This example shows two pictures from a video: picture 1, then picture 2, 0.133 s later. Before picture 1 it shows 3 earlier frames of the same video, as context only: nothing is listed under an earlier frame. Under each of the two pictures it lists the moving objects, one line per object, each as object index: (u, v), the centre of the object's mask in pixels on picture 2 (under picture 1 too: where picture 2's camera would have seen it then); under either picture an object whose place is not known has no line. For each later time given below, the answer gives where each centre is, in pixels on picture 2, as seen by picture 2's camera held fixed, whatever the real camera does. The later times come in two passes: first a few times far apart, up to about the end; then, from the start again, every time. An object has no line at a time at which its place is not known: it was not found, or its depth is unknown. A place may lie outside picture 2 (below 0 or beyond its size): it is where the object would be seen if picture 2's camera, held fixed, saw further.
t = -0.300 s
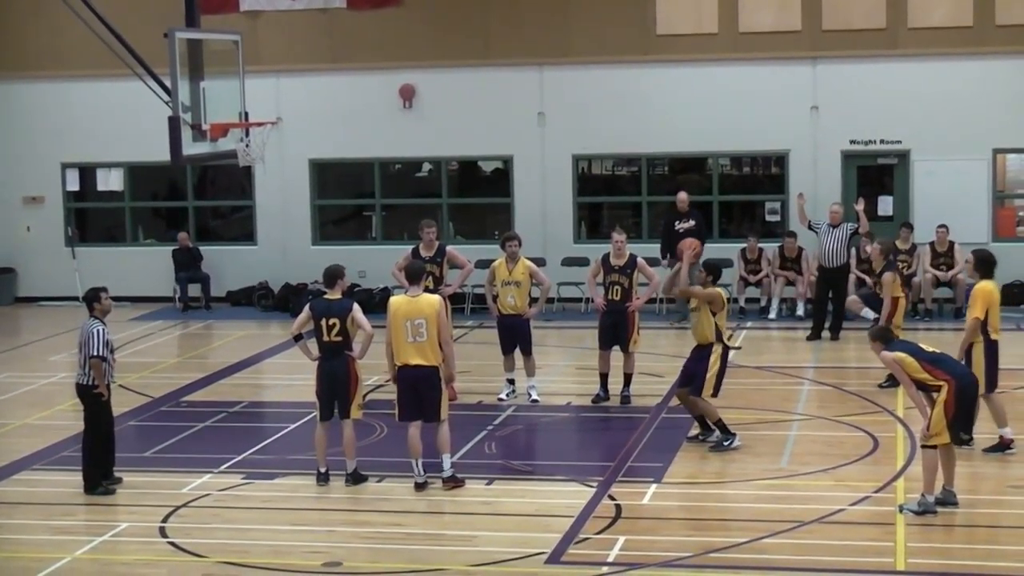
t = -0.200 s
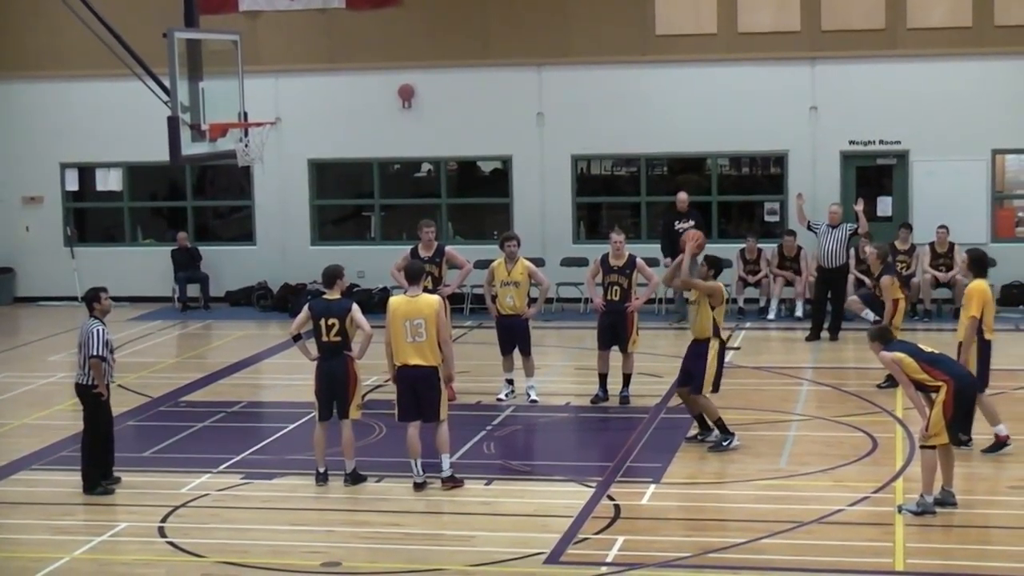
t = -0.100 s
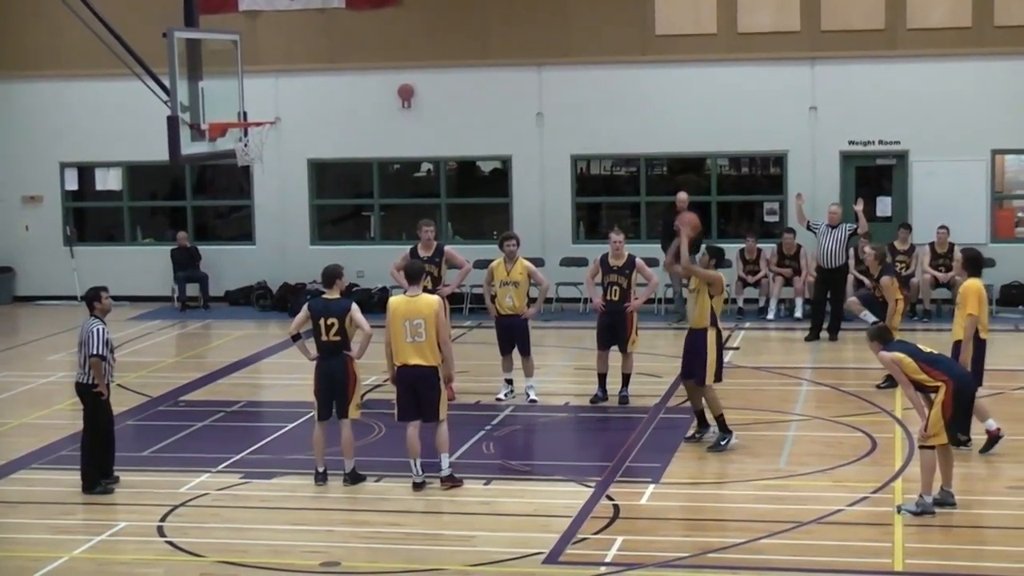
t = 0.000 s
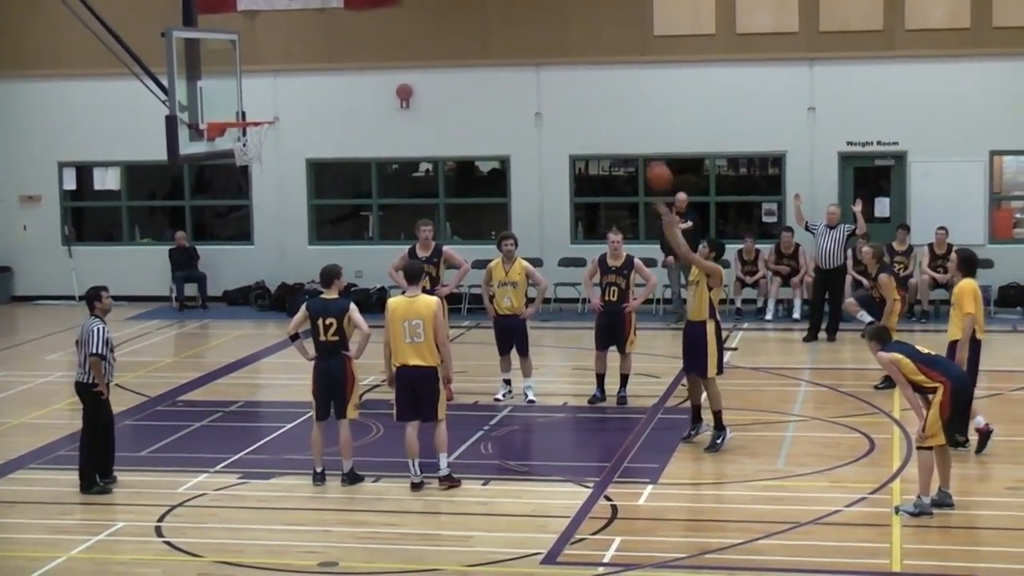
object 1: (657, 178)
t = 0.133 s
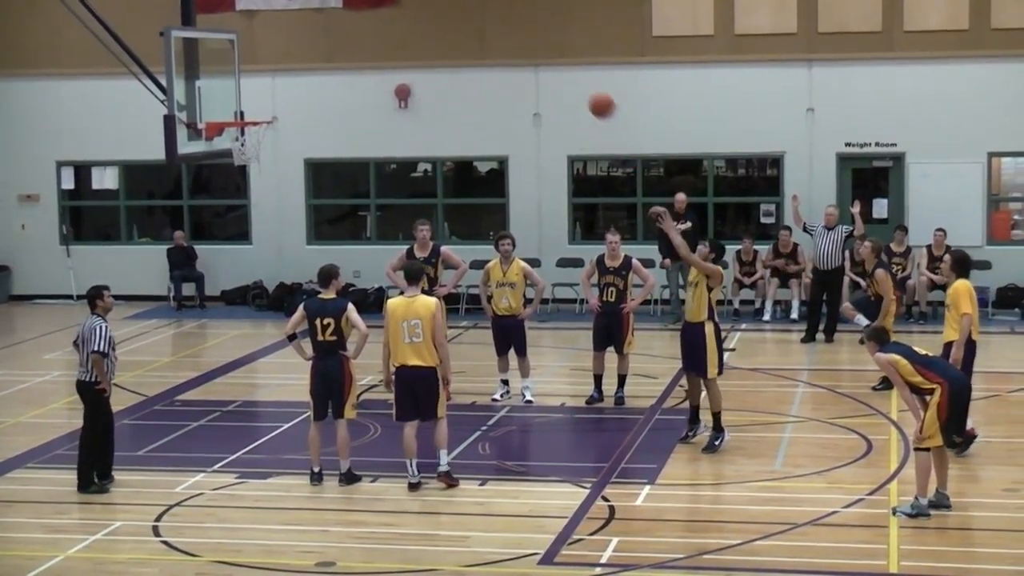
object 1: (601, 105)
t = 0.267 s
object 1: (548, 52)
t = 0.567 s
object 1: (430, 6)
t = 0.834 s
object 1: (330, 37)
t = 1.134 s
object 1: (234, 148)
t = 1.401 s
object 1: (234, 170)
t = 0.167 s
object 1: (588, 90)
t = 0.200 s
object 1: (574, 76)
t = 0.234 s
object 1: (561, 64)
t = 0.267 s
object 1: (548, 52)
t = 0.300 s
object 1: (535, 42)
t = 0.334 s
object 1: (521, 33)
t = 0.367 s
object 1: (508, 25)
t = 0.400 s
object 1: (495, 18)
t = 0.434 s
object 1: (482, 13)
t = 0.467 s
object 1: (468, 9)
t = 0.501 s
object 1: (455, 7)
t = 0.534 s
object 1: (442, 6)
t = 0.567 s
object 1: (430, 6)
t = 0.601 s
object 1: (417, 6)
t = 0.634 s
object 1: (404, 6)
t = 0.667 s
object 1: (391, 8)
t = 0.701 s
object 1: (379, 10)
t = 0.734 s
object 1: (366, 16)
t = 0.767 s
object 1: (354, 22)
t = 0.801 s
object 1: (341, 29)
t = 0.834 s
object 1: (330, 37)
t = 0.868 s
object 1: (318, 46)
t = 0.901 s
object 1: (306, 56)
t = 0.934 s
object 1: (295, 69)
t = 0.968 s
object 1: (283, 82)
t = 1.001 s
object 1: (272, 95)
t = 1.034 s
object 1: (261, 110)
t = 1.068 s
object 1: (251, 123)
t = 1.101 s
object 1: (239, 140)
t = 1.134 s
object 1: (234, 148)
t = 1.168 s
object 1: (234, 147)
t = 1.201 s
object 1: (234, 147)
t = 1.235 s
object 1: (234, 147)
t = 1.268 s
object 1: (233, 146)
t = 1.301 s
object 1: (232, 157)
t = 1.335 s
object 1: (233, 161)
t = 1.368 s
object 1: (233, 165)
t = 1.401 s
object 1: (234, 170)
